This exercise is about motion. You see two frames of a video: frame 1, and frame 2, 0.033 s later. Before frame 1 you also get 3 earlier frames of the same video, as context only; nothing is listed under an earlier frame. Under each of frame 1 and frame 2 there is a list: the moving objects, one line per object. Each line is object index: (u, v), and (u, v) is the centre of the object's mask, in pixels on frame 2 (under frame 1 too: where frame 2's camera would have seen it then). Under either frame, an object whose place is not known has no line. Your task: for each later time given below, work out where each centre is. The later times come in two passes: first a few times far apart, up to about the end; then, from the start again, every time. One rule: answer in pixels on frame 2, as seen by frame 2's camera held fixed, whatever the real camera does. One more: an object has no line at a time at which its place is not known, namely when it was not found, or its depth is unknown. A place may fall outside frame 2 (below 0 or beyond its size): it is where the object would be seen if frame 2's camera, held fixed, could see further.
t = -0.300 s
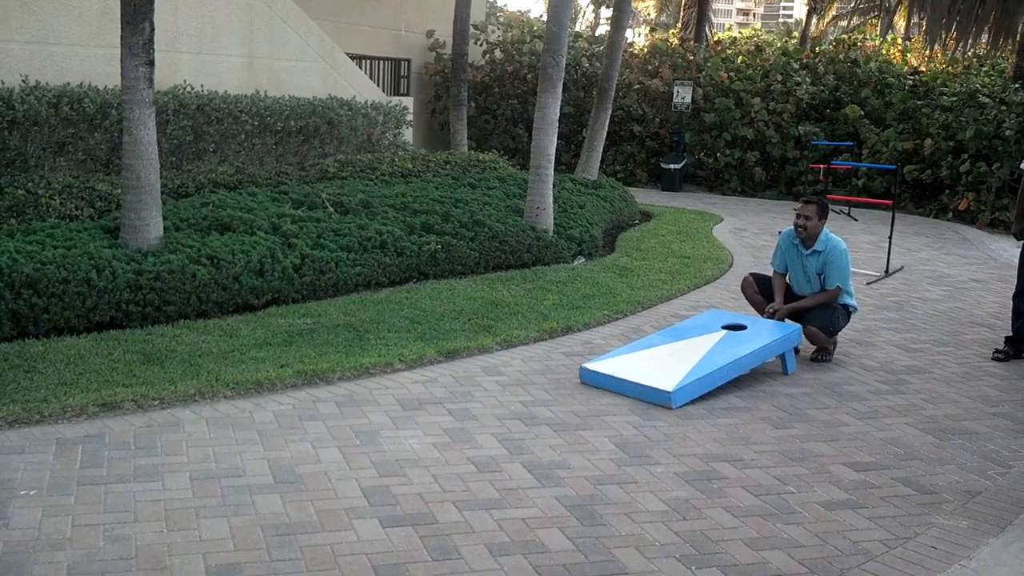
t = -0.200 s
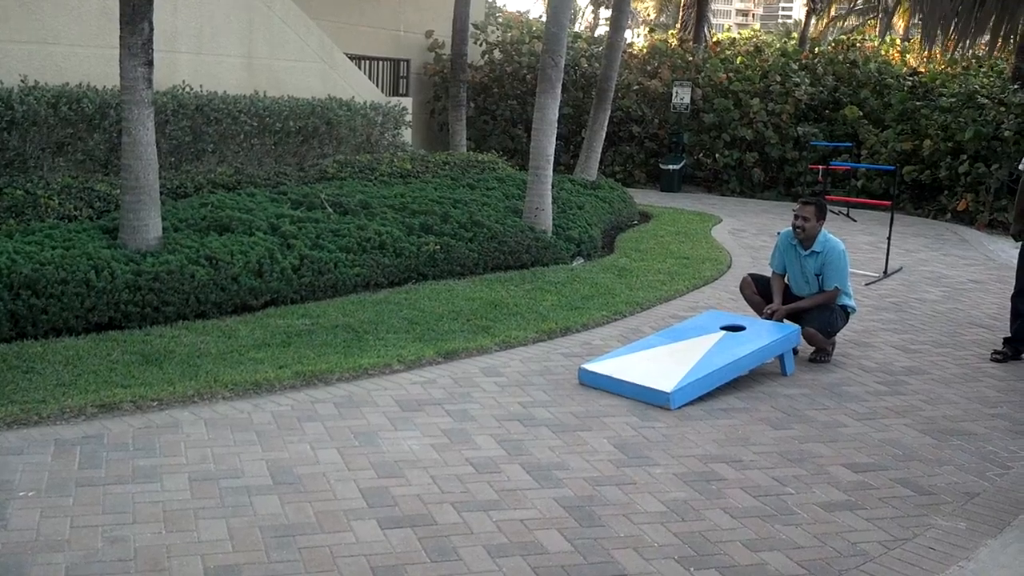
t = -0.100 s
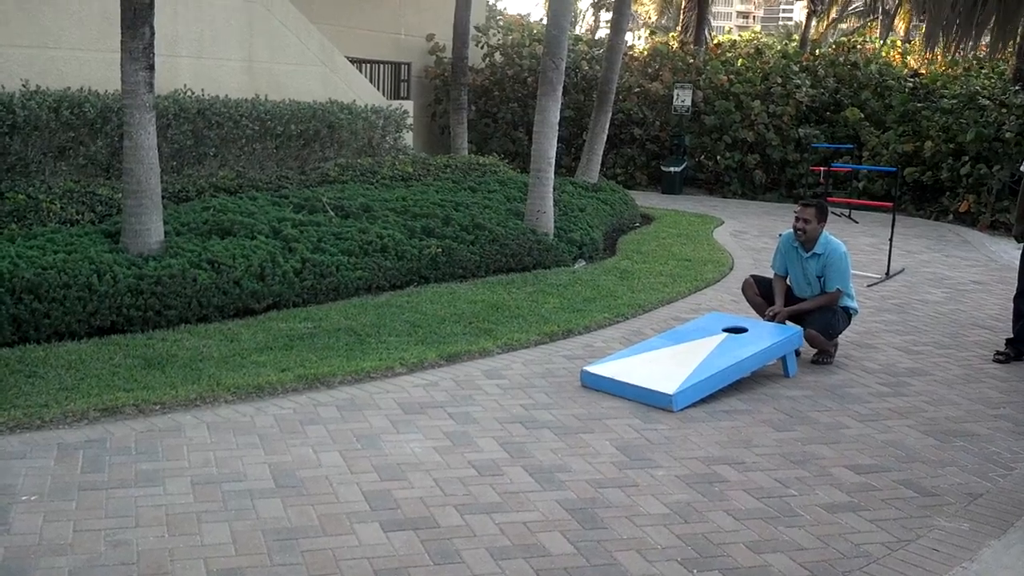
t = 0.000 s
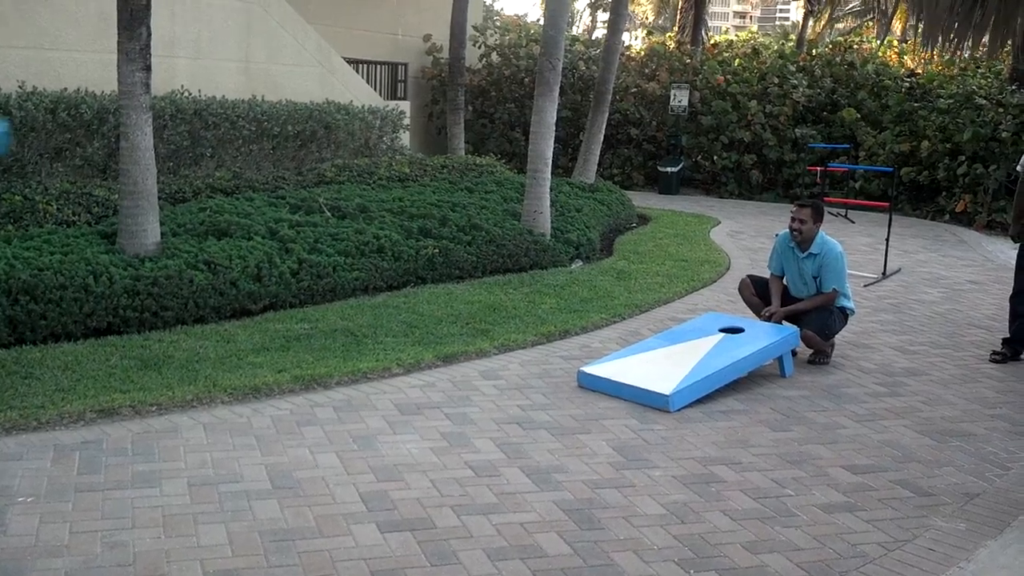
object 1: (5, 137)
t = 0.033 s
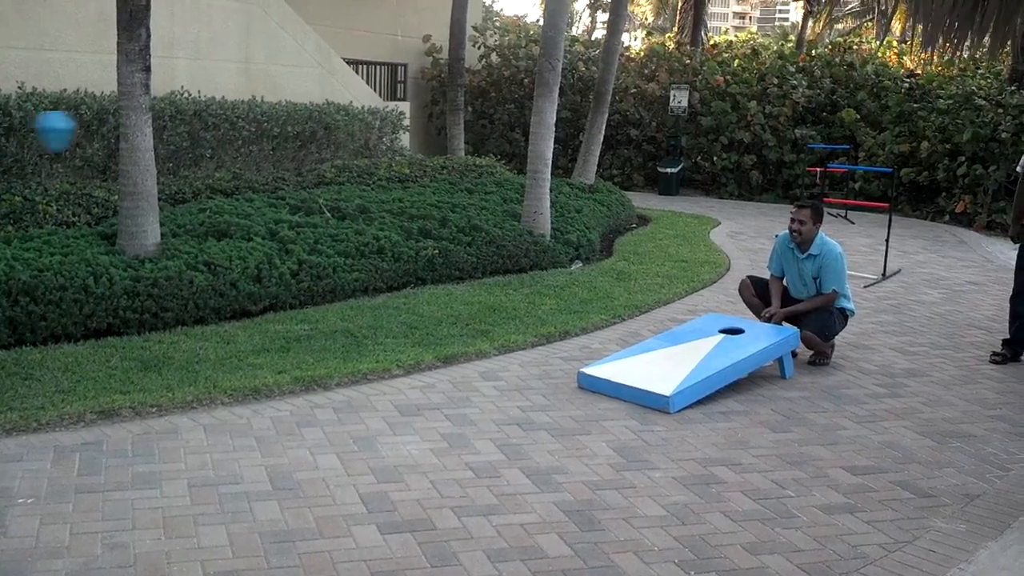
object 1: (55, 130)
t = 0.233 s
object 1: (381, 157)
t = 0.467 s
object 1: (638, 280)
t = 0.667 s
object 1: (749, 319)
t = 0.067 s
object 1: (116, 127)
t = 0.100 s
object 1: (176, 128)
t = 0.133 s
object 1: (232, 131)
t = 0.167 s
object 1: (285, 137)
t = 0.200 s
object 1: (335, 147)
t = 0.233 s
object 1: (381, 157)
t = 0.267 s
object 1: (425, 170)
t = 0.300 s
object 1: (466, 185)
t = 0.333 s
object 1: (505, 203)
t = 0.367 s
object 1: (541, 218)
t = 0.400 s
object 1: (575, 238)
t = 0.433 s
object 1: (607, 258)
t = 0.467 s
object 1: (638, 280)
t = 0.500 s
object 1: (666, 302)
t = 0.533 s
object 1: (693, 328)
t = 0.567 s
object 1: (712, 335)
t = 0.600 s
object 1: (726, 328)
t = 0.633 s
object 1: (738, 324)
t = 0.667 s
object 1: (749, 319)
